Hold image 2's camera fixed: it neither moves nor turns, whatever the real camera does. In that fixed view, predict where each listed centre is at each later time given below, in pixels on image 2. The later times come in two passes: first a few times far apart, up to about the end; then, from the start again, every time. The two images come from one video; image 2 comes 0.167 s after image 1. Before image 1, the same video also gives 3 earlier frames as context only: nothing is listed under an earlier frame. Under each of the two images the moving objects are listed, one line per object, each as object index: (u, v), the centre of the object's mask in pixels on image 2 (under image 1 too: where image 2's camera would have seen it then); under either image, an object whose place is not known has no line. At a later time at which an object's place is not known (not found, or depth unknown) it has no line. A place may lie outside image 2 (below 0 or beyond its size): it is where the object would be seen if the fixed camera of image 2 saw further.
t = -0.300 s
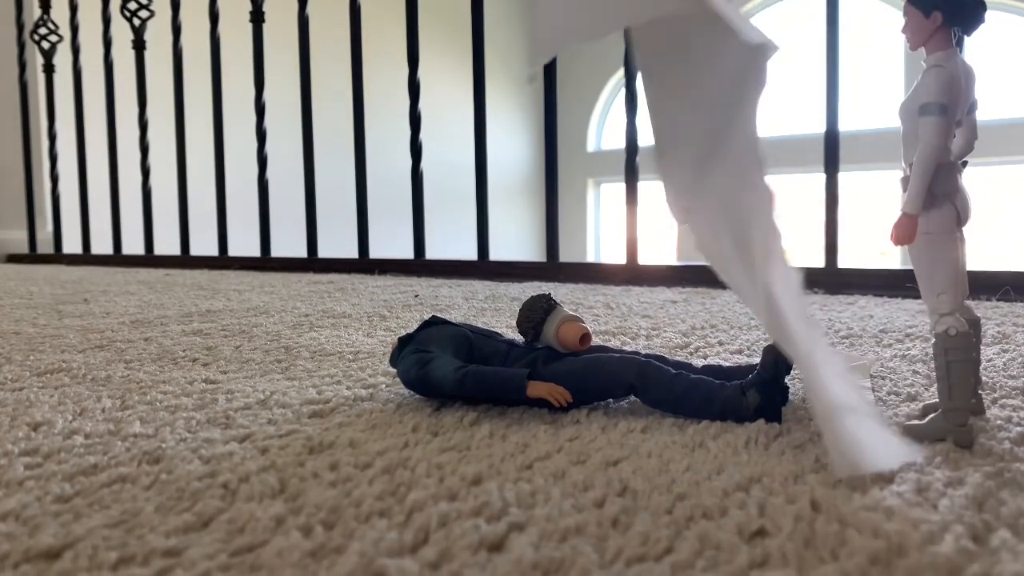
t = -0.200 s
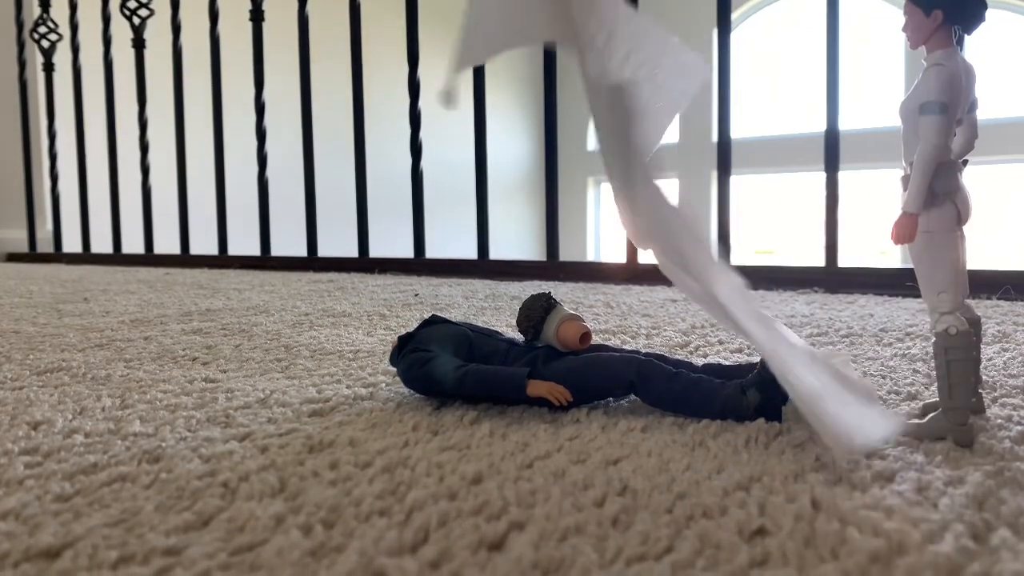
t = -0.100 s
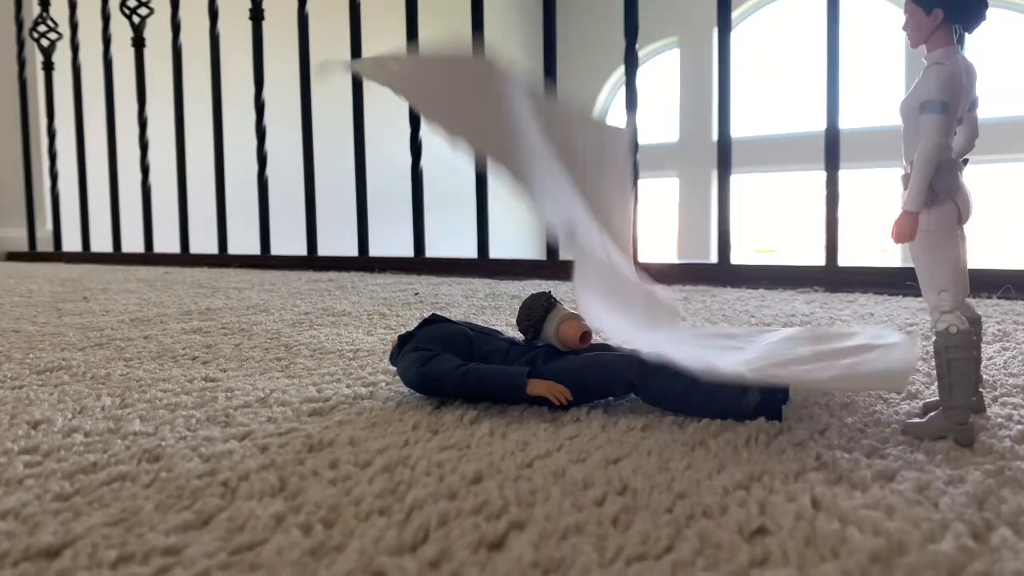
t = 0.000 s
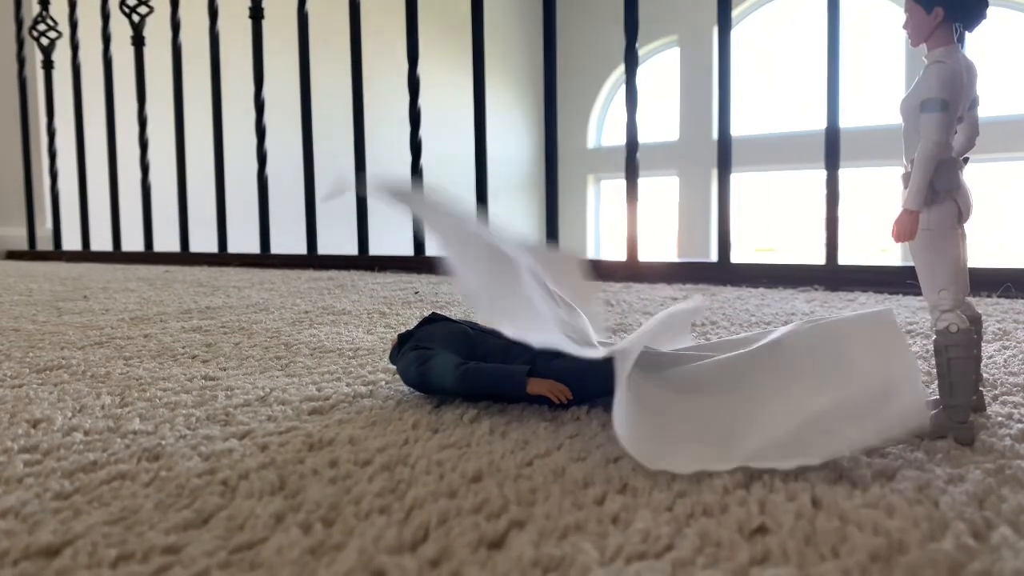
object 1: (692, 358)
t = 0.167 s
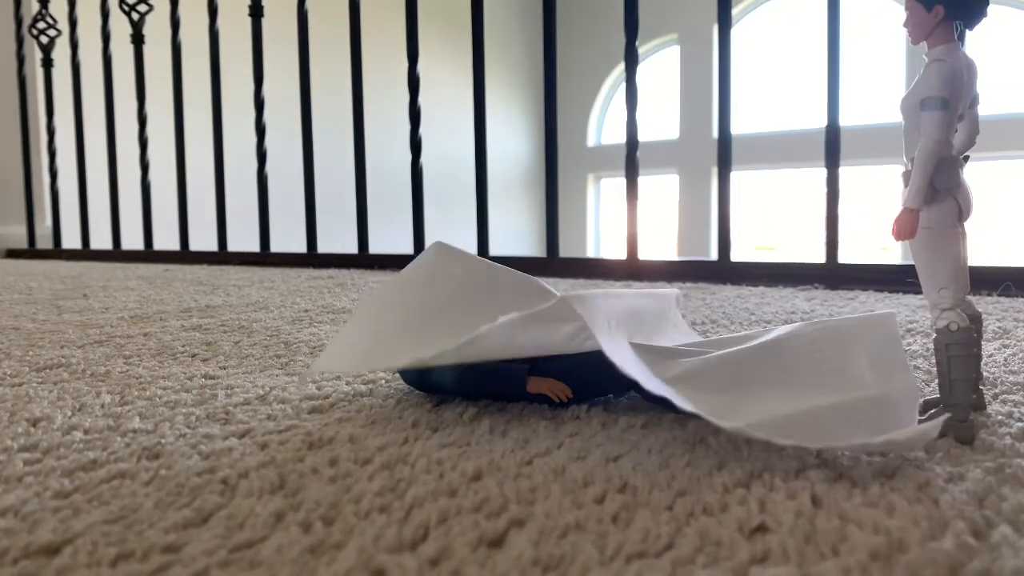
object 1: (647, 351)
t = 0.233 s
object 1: (640, 352)
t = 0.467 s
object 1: (647, 352)
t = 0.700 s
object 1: (645, 353)
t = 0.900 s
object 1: (645, 352)
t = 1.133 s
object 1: (645, 352)
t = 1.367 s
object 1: (645, 353)
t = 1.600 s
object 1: (645, 353)
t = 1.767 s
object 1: (645, 353)
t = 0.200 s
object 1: (641, 351)
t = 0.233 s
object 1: (640, 352)
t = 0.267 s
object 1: (641, 352)
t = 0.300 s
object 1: (641, 352)
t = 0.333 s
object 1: (642, 352)
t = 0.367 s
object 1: (643, 352)
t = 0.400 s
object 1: (645, 353)
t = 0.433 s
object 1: (647, 353)
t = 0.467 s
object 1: (647, 352)
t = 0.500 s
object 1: (647, 353)
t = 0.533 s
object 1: (647, 352)
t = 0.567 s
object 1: (646, 353)
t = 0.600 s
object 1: (646, 353)
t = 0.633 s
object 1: (645, 353)
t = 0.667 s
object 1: (645, 353)
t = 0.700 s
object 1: (645, 353)
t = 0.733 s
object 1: (645, 352)
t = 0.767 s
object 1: (645, 352)
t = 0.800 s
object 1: (645, 352)
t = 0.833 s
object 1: (646, 352)
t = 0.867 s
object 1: (646, 352)
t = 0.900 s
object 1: (645, 352)
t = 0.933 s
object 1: (645, 352)
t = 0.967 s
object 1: (645, 352)
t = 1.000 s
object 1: (645, 352)
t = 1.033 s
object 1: (645, 352)
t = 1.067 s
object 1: (645, 352)
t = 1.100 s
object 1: (645, 352)
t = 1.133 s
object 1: (645, 352)
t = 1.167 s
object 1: (645, 352)
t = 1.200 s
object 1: (645, 352)
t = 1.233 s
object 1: (645, 353)
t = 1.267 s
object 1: (645, 353)
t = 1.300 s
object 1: (645, 353)
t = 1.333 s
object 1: (645, 353)
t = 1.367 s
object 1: (645, 353)
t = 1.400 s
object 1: (645, 353)
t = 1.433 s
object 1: (645, 353)
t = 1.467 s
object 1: (645, 353)
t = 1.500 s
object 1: (645, 353)
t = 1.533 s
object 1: (645, 353)
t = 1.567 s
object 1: (645, 353)
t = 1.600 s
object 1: (645, 353)
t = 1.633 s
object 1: (645, 353)
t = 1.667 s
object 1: (645, 353)
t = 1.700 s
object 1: (645, 352)
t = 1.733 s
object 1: (645, 352)
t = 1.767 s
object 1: (645, 353)
